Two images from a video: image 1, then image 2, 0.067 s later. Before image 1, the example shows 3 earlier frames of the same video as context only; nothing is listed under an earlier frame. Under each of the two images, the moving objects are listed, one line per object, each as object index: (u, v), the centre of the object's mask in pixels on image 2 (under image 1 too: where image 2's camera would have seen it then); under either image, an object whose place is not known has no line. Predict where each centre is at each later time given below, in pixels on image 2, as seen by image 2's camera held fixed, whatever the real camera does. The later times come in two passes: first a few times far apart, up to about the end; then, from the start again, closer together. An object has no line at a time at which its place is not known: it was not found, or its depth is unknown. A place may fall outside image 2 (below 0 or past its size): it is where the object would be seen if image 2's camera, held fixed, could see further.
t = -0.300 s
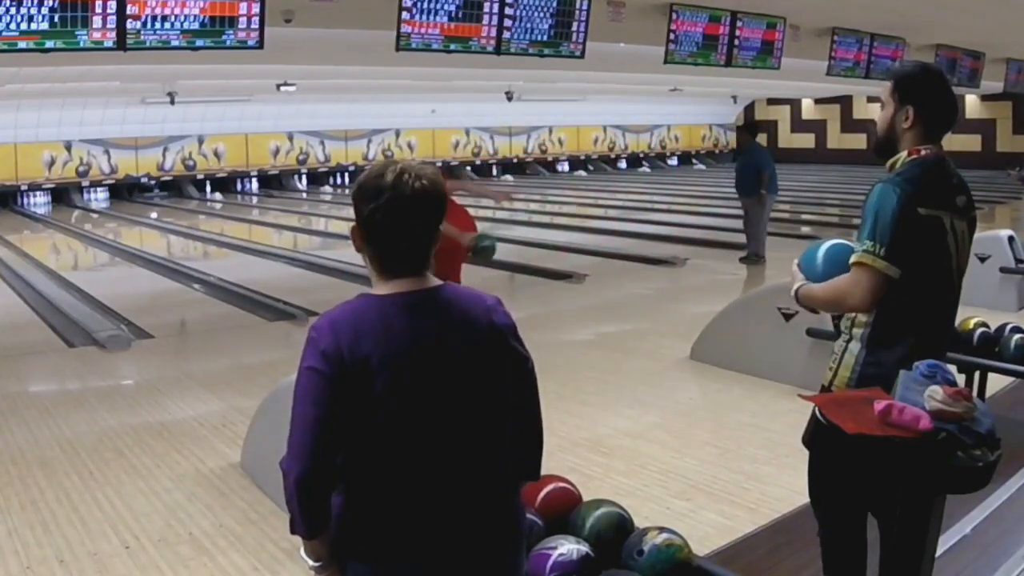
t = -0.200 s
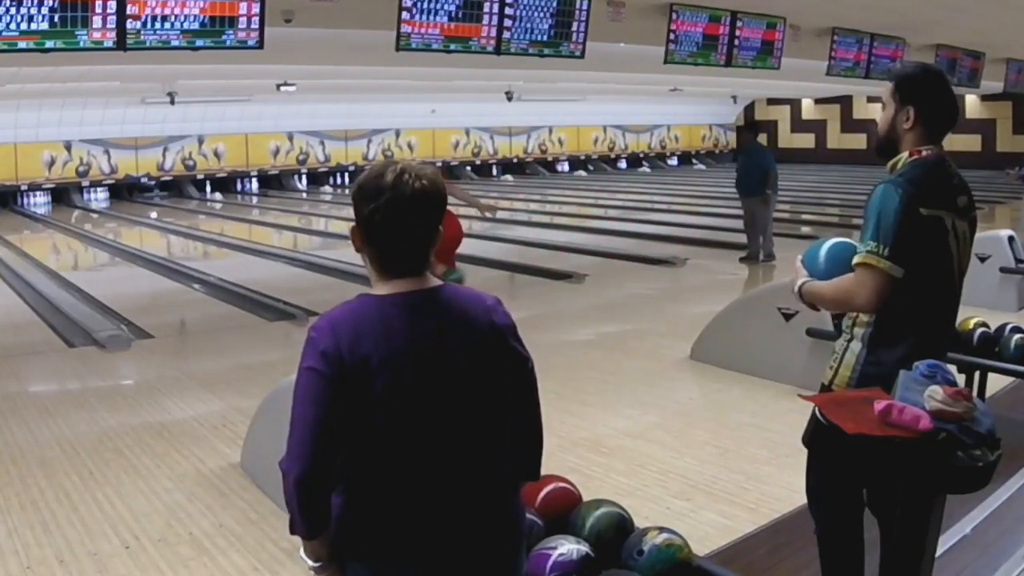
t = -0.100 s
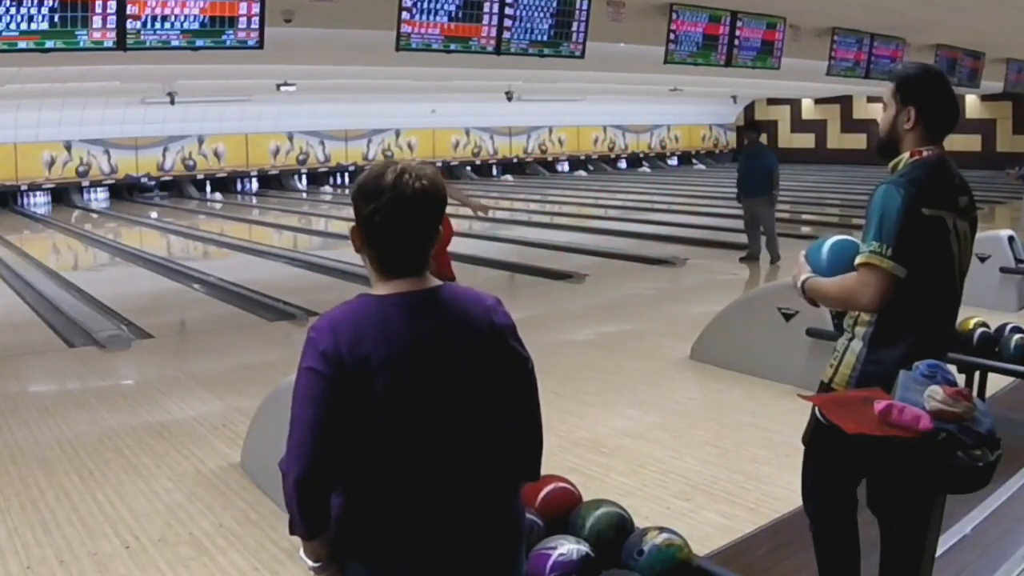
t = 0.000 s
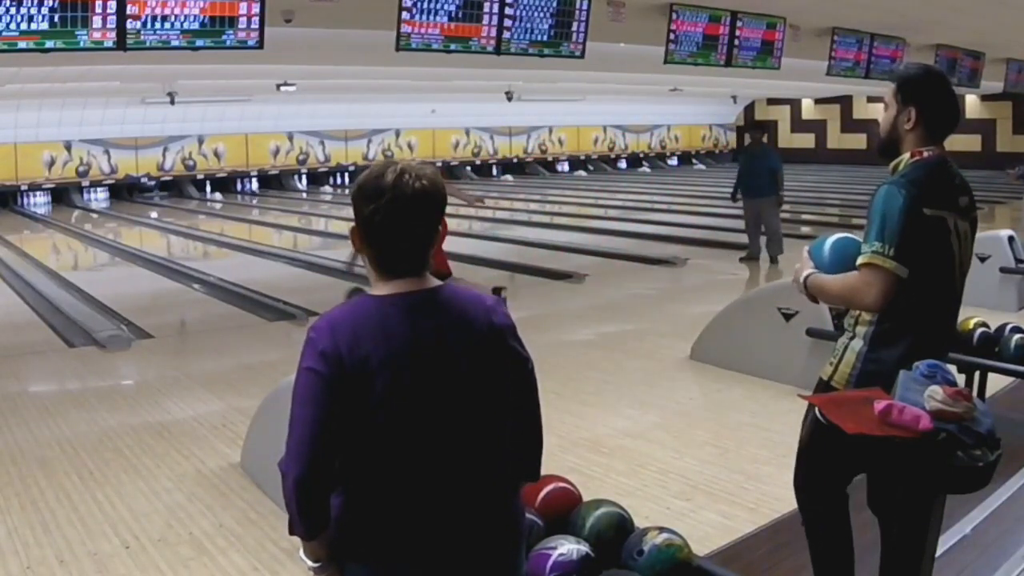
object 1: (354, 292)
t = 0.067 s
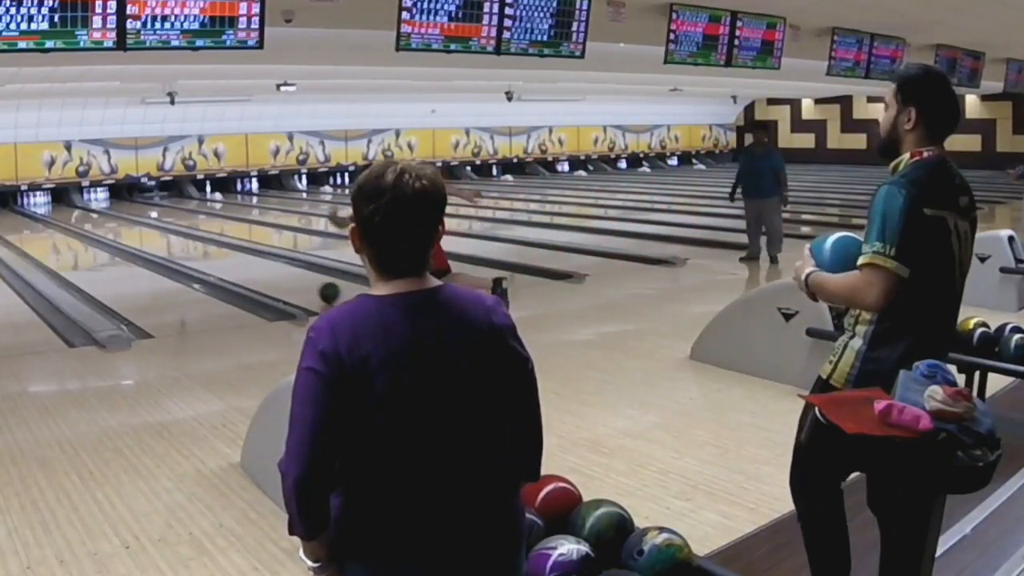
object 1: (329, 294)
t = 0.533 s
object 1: (199, 254)
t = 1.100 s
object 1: (116, 230)
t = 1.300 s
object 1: (97, 224)
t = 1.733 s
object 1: (65, 214)
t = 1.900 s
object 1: (55, 212)
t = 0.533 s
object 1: (199, 254)
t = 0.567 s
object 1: (193, 252)
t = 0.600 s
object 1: (186, 251)
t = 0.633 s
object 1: (180, 249)
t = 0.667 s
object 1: (174, 247)
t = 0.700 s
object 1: (169, 246)
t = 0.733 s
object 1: (164, 244)
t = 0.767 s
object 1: (159, 243)
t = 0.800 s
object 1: (154, 241)
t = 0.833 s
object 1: (149, 240)
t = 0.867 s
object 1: (144, 238)
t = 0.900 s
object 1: (140, 237)
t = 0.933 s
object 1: (136, 236)
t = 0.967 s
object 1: (132, 235)
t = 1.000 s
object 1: (128, 233)
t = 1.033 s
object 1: (124, 232)
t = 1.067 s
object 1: (120, 231)
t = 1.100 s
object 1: (116, 230)
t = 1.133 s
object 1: (113, 229)
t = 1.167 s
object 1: (109, 227)
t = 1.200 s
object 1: (107, 226)
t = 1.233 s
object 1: (103, 225)
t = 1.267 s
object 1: (100, 224)
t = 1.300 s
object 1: (97, 224)
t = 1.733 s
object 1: (65, 214)
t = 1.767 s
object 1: (63, 214)
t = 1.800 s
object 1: (60, 213)
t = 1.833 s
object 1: (58, 212)
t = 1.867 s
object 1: (56, 212)
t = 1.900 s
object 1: (55, 212)
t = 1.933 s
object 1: (54, 211)
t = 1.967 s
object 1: (52, 209)
